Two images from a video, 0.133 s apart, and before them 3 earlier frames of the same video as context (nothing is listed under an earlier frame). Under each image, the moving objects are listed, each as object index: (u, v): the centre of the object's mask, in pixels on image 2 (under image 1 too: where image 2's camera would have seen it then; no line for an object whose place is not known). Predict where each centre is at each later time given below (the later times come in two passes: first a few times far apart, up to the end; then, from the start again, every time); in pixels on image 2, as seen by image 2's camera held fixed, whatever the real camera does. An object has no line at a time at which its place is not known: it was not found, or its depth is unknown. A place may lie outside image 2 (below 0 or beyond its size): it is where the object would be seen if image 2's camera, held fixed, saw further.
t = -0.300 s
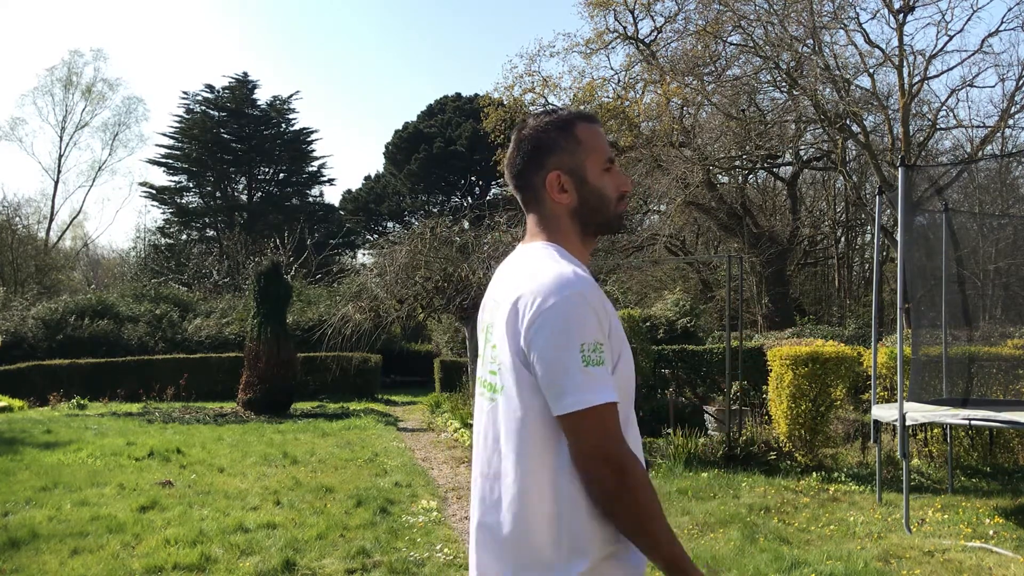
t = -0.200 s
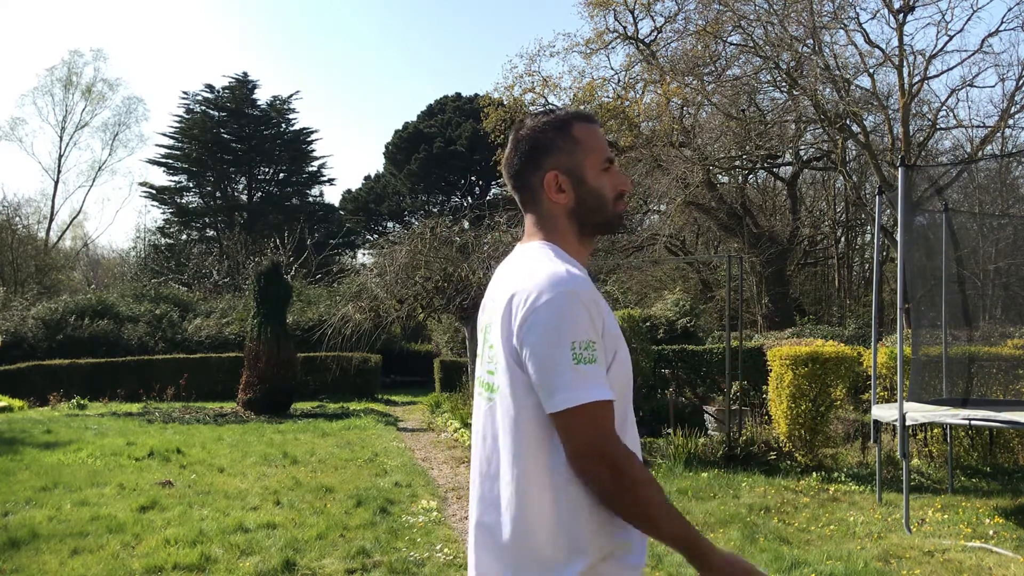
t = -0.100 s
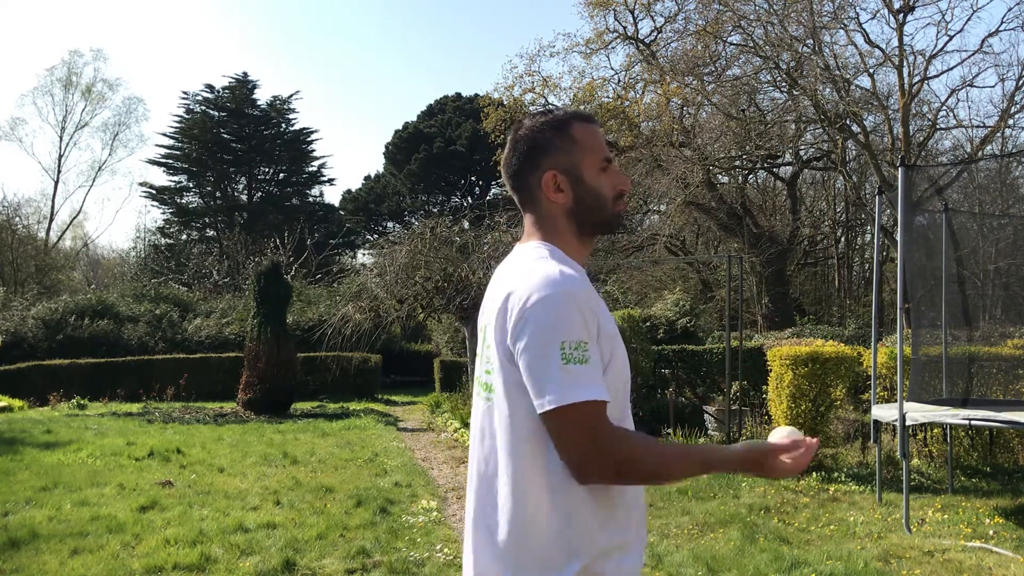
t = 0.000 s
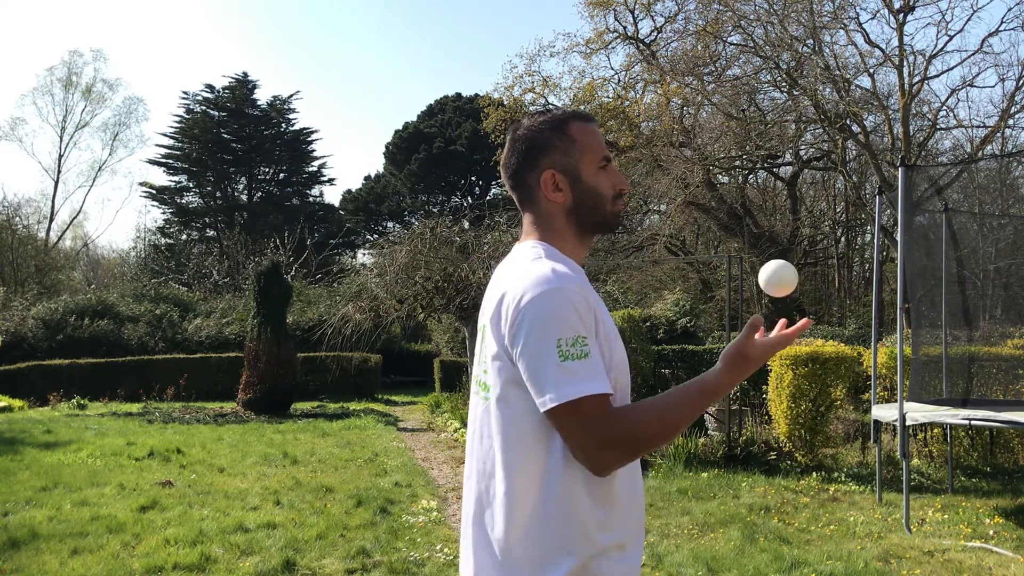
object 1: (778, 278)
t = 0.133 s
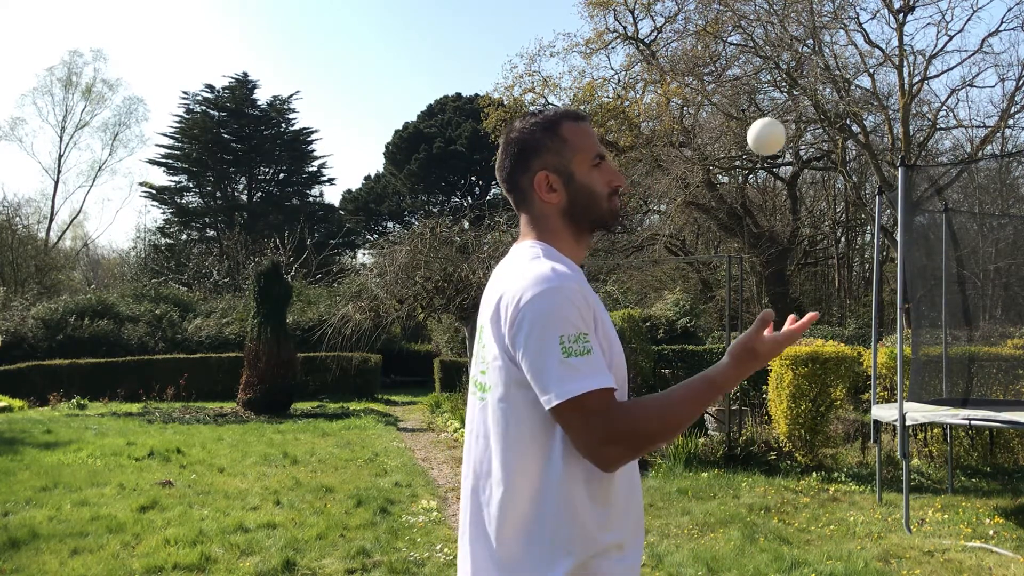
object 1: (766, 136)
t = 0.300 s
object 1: (753, 90)
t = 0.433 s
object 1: (741, 160)
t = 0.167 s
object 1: (763, 116)
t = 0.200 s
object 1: (761, 100)
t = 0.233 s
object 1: (758, 91)
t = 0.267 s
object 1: (755, 88)
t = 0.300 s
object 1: (753, 90)
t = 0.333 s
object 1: (749, 98)
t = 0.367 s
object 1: (747, 113)
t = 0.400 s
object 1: (744, 133)
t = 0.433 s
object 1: (741, 160)
